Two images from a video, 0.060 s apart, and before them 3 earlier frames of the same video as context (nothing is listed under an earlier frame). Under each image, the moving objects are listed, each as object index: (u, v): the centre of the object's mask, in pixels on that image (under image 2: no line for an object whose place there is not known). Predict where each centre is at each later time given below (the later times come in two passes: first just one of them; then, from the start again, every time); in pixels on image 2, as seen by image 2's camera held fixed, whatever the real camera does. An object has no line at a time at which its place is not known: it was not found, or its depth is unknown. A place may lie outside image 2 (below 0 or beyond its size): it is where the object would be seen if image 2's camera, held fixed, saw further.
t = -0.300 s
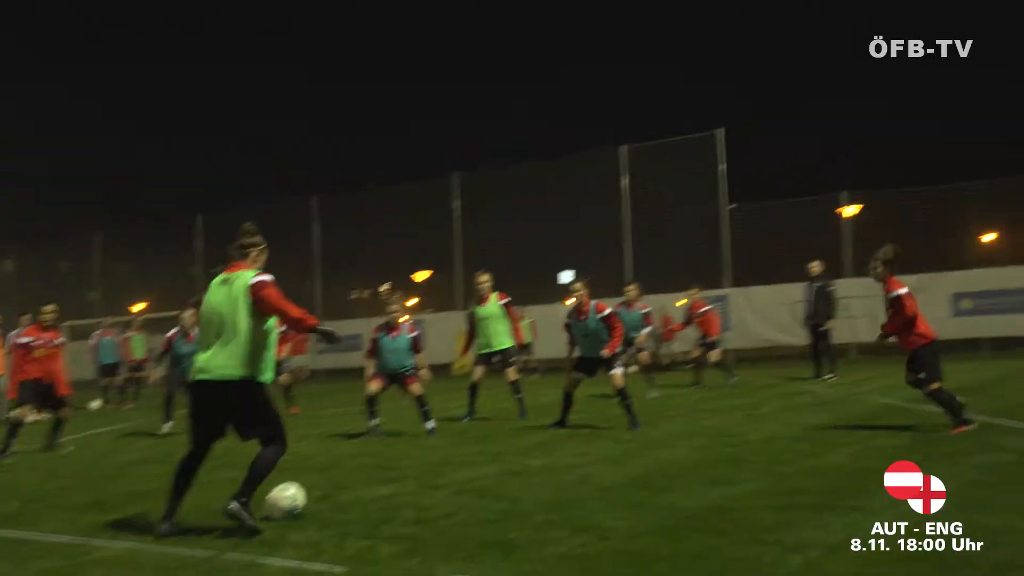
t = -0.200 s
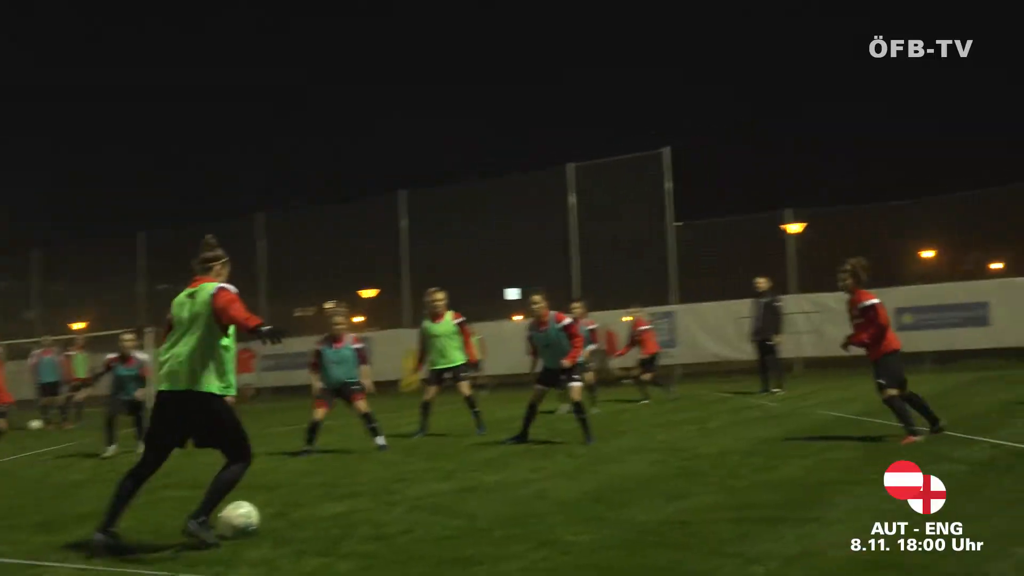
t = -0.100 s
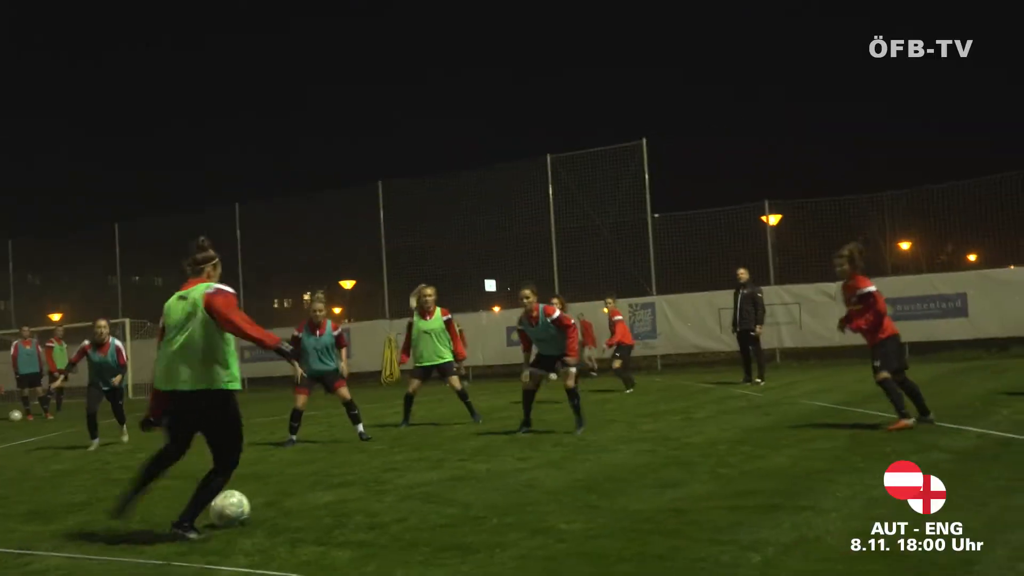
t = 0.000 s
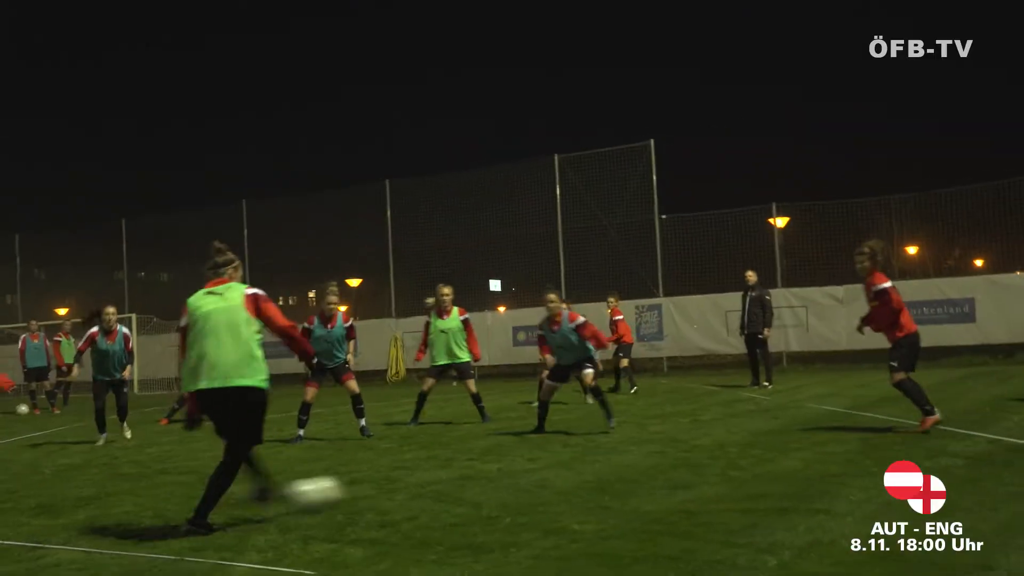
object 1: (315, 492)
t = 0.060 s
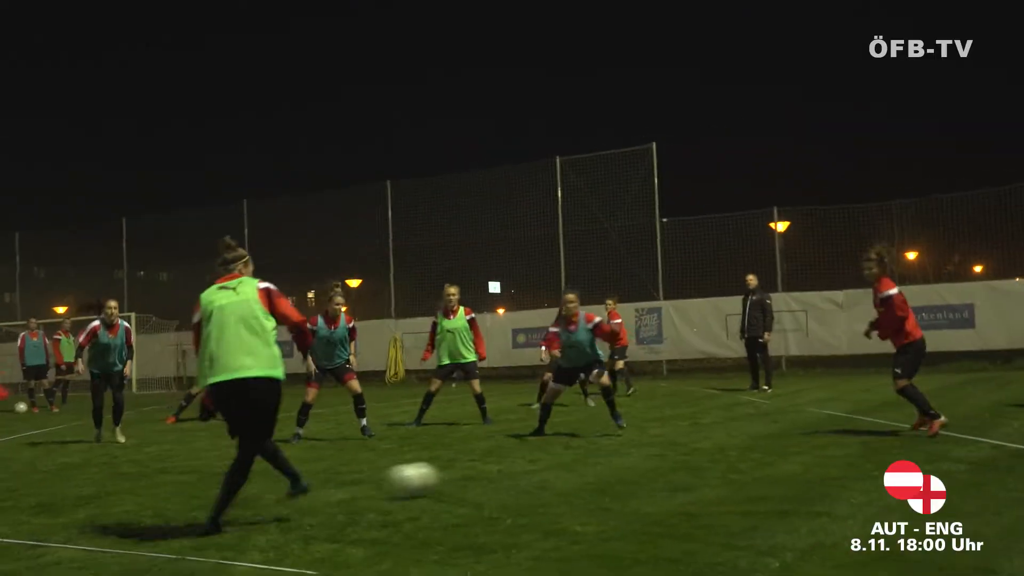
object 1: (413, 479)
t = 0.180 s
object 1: (571, 460)
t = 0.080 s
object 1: (441, 477)
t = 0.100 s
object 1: (471, 472)
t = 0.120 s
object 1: (498, 469)
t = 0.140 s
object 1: (525, 465)
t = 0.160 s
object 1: (549, 462)
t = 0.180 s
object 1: (571, 460)
